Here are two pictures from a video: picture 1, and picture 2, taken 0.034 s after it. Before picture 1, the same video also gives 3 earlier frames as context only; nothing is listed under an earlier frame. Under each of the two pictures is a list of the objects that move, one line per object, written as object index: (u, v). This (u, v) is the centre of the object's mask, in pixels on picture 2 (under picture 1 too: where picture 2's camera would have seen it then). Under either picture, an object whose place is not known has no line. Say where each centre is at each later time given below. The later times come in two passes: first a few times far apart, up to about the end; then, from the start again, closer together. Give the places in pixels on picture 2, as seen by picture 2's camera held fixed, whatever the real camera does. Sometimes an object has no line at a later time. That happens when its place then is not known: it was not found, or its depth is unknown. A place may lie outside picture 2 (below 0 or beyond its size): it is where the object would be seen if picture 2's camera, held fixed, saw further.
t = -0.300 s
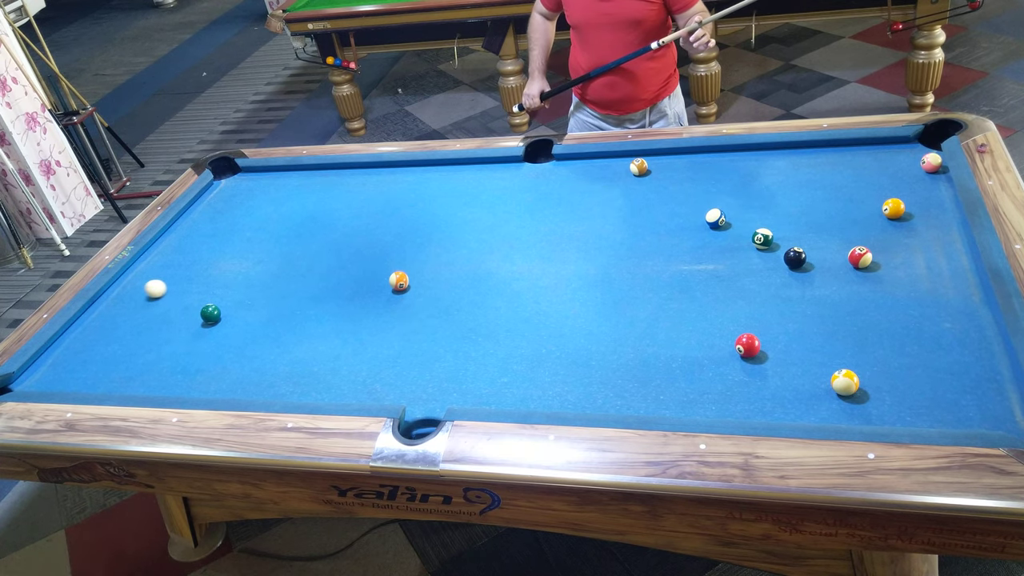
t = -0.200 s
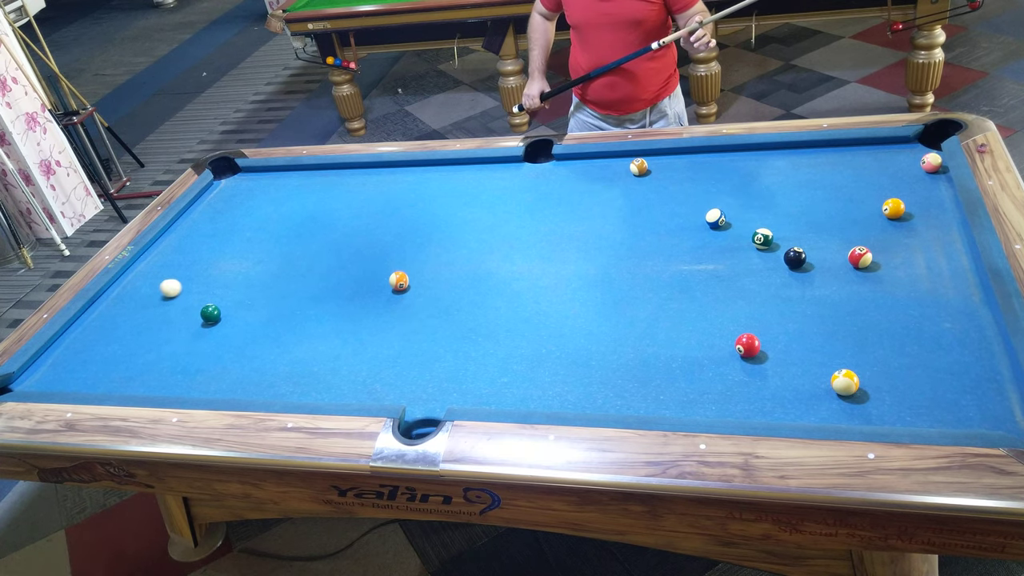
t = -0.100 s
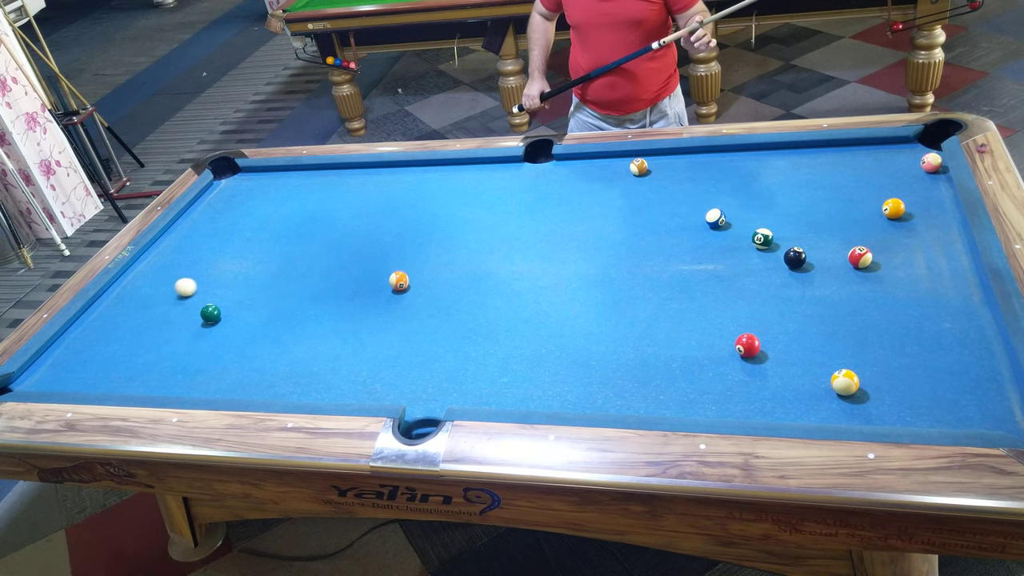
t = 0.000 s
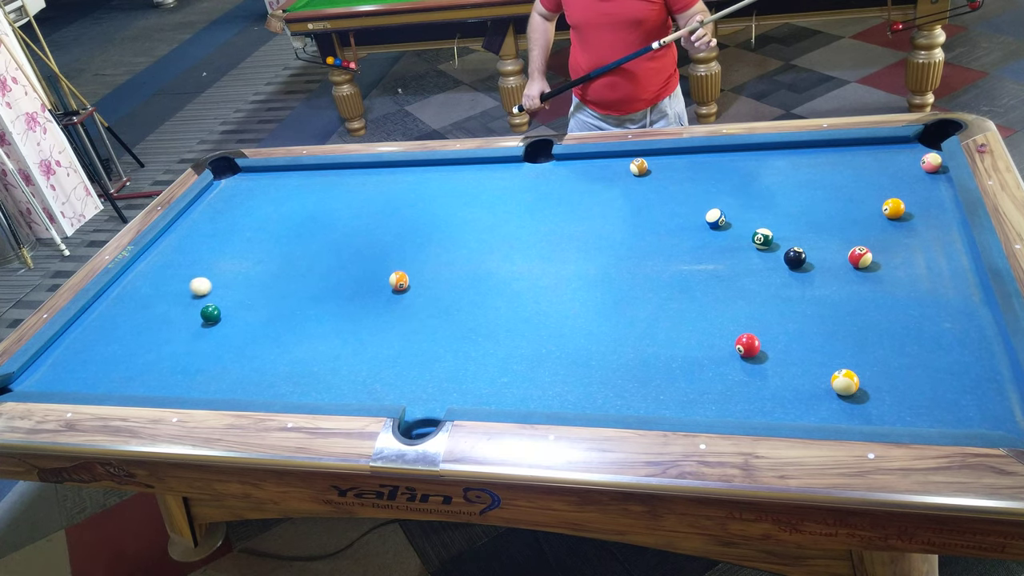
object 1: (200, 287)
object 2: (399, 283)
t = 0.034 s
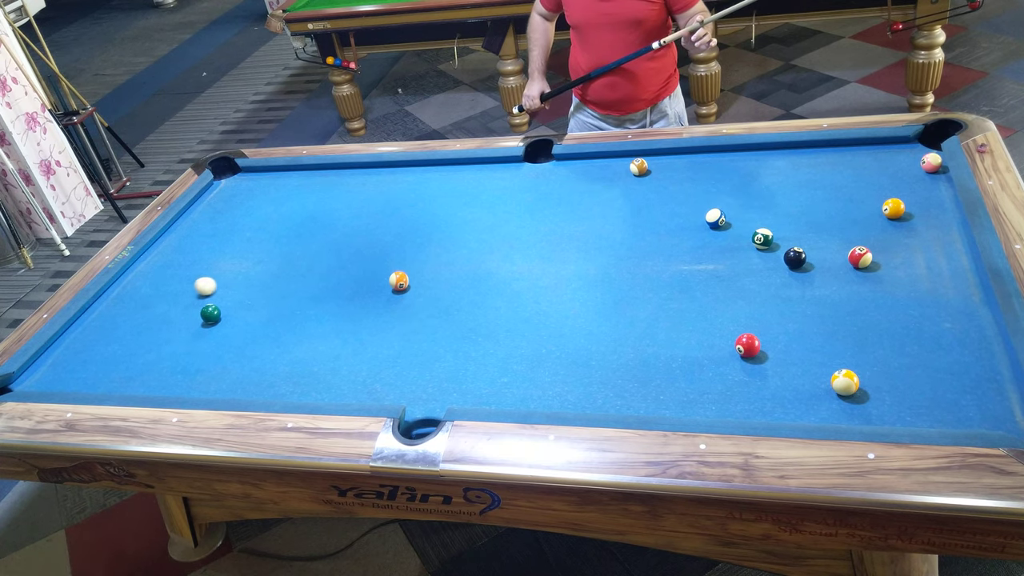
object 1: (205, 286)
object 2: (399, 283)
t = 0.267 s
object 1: (239, 285)
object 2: (399, 283)
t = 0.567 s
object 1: (281, 282)
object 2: (399, 283)
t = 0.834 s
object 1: (316, 280)
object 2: (399, 283)
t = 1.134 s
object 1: (353, 277)
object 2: (399, 283)
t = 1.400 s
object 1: (383, 274)
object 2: (399, 282)
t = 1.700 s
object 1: (406, 266)
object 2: (406, 286)
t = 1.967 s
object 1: (421, 261)
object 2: (412, 289)
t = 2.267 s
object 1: (436, 255)
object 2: (417, 292)
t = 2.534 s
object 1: (446, 251)
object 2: (419, 293)
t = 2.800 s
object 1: (455, 248)
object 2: (420, 293)
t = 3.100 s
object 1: (462, 245)
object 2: (420, 293)
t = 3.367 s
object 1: (466, 243)
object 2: (420, 293)
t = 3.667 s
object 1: (468, 242)
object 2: (420, 293)
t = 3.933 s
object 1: (468, 242)
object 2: (420, 293)
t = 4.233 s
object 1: (468, 243)
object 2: (420, 293)
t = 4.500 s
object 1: (468, 243)
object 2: (420, 293)
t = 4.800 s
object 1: (468, 243)
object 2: (420, 293)
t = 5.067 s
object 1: (468, 243)
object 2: (420, 293)
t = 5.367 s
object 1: (468, 243)
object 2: (420, 293)
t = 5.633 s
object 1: (468, 243)
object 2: (420, 293)
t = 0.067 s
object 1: (210, 286)
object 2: (399, 283)
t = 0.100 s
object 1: (215, 286)
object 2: (399, 283)
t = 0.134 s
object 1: (219, 286)
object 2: (399, 283)
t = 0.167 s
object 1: (224, 285)
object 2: (399, 283)
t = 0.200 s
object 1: (229, 285)
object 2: (399, 283)
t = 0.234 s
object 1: (234, 285)
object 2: (399, 283)
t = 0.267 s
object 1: (239, 285)
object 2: (399, 283)
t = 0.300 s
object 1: (244, 284)
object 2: (399, 283)
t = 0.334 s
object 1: (248, 284)
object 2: (399, 283)
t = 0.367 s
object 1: (253, 284)
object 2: (399, 283)
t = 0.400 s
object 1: (258, 283)
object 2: (399, 283)
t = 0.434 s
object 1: (262, 283)
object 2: (399, 283)
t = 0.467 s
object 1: (267, 283)
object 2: (399, 283)
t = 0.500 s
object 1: (272, 283)
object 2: (399, 283)
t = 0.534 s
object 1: (276, 282)
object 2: (399, 283)
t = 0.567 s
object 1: (281, 282)
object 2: (399, 283)
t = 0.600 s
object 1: (285, 282)
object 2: (399, 283)
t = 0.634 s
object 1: (290, 281)
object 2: (399, 283)
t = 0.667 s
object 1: (294, 281)
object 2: (399, 283)
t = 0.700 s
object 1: (298, 281)
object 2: (399, 283)
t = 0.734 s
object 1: (303, 280)
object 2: (399, 283)
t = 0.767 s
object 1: (307, 280)
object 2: (399, 283)
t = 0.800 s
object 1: (312, 280)
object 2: (399, 283)
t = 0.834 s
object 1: (316, 280)
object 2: (399, 283)
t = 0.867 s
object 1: (320, 279)
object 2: (399, 283)
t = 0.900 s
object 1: (324, 279)
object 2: (399, 283)
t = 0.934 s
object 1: (328, 279)
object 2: (399, 283)
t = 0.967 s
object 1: (333, 278)
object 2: (399, 283)
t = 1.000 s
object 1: (337, 278)
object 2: (399, 283)
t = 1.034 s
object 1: (340, 278)
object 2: (399, 283)
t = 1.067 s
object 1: (345, 278)
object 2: (399, 283)
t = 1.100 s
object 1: (349, 277)
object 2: (399, 283)
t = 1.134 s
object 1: (353, 277)
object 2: (399, 283)
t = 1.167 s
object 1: (357, 277)
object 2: (399, 283)
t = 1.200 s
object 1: (361, 276)
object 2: (399, 283)
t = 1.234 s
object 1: (365, 276)
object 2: (399, 283)
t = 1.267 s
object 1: (368, 276)
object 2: (399, 283)
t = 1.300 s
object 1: (372, 275)
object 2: (399, 283)
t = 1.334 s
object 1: (376, 275)
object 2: (399, 282)
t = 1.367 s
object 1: (380, 275)
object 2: (399, 282)
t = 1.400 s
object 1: (383, 274)
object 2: (399, 282)
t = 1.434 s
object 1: (385, 273)
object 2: (399, 282)
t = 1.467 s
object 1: (388, 272)
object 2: (399, 283)
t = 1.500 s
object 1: (391, 271)
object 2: (400, 283)
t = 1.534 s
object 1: (394, 270)
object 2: (402, 284)
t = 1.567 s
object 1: (396, 268)
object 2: (403, 284)
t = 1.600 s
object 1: (398, 268)
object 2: (404, 284)
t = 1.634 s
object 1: (401, 267)
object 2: (405, 285)
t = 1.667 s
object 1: (403, 266)
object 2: (405, 285)
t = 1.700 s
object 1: (406, 266)
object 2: (406, 286)
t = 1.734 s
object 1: (408, 266)
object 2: (407, 286)
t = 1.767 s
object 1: (410, 266)
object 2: (408, 287)
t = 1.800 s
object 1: (412, 265)
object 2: (409, 287)
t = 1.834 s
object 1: (414, 264)
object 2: (410, 288)
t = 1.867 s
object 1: (416, 263)
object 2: (410, 288)
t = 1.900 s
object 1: (418, 263)
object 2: (411, 288)
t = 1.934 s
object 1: (420, 262)
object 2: (412, 289)
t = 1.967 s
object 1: (421, 261)
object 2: (412, 289)
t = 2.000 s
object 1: (423, 260)
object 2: (413, 290)
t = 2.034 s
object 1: (425, 260)
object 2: (414, 290)
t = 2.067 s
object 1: (427, 259)
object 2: (415, 290)
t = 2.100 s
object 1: (428, 258)
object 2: (415, 290)
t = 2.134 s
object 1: (430, 258)
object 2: (415, 291)
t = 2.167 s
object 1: (432, 257)
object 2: (416, 291)
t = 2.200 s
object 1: (433, 257)
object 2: (416, 291)
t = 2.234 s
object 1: (434, 256)
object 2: (416, 291)
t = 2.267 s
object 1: (436, 255)
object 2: (417, 292)
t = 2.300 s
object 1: (438, 255)
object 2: (417, 292)
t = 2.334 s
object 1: (439, 254)
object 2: (417, 292)
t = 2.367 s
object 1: (440, 253)
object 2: (418, 292)
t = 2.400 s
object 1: (442, 253)
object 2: (418, 292)
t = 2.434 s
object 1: (443, 252)
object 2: (418, 292)
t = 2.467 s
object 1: (444, 252)
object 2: (418, 293)
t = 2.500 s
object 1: (445, 251)
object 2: (419, 293)
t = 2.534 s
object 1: (446, 251)
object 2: (419, 293)
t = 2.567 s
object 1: (448, 250)
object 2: (419, 293)
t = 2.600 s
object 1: (449, 250)
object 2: (419, 293)
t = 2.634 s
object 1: (450, 250)
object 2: (419, 293)
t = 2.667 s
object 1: (451, 249)
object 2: (420, 293)
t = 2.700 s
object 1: (452, 249)
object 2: (420, 293)
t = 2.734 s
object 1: (453, 249)
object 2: (420, 293)
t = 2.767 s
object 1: (454, 248)
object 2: (420, 293)
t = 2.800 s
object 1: (455, 248)
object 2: (420, 293)
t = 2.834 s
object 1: (456, 247)
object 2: (420, 293)
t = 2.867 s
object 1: (457, 247)
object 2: (420, 293)
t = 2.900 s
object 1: (458, 247)
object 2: (420, 293)
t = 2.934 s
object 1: (458, 246)
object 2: (420, 293)
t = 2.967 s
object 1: (459, 246)
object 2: (420, 293)
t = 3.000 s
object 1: (460, 245)
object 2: (420, 293)
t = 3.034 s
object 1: (461, 245)
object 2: (420, 293)
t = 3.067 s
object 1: (461, 245)
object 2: (420, 293)
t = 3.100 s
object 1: (462, 245)
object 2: (420, 293)
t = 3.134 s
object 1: (462, 244)
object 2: (420, 293)
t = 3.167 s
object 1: (463, 244)
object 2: (420, 293)
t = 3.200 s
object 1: (464, 244)
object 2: (420, 293)
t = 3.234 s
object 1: (464, 244)
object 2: (420, 293)
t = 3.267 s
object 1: (465, 244)
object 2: (420, 293)
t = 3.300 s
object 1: (465, 243)
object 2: (420, 293)
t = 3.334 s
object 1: (466, 243)
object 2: (420, 293)
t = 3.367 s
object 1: (466, 243)
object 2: (420, 293)
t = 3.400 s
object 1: (466, 243)
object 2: (420, 293)
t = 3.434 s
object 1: (467, 243)
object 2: (420, 293)
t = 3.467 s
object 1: (467, 243)
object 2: (420, 293)
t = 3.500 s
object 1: (467, 243)
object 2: (420, 293)
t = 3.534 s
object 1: (468, 243)
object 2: (420, 293)
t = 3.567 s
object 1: (468, 242)
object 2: (420, 293)
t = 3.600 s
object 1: (468, 242)
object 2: (420, 293)
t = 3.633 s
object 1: (468, 242)
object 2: (420, 293)
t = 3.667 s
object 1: (468, 242)
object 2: (420, 293)
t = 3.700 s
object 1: (468, 242)
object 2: (420, 293)
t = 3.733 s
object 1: (468, 242)
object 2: (420, 293)
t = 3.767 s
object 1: (468, 242)
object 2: (420, 293)
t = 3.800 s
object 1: (468, 242)
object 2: (420, 293)
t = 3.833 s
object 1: (468, 242)
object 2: (420, 293)
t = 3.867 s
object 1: (468, 242)
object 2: (420, 293)
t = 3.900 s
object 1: (468, 242)
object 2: (420, 293)
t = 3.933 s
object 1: (468, 242)
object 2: (420, 293)
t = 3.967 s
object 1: (468, 243)
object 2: (420, 293)
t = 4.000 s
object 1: (468, 243)
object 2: (420, 293)
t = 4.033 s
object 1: (468, 243)
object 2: (420, 293)
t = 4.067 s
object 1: (468, 243)
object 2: (420, 293)
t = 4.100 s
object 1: (468, 243)
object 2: (420, 293)
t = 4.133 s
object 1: (468, 243)
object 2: (420, 293)
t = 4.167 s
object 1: (468, 243)
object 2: (420, 293)
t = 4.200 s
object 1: (468, 243)
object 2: (420, 293)
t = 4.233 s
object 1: (468, 243)
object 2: (420, 293)
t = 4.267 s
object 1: (468, 243)
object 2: (420, 293)
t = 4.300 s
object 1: (468, 243)
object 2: (420, 293)
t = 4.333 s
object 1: (468, 243)
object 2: (420, 293)
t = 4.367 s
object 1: (468, 243)
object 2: (420, 293)
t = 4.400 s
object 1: (468, 243)
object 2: (420, 293)
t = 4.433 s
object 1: (468, 243)
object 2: (420, 293)
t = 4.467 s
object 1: (468, 243)
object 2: (420, 293)
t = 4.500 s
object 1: (468, 243)
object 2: (420, 293)
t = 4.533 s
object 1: (468, 243)
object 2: (420, 293)
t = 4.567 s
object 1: (468, 243)
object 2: (420, 293)
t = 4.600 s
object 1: (468, 243)
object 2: (420, 293)
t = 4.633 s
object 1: (468, 243)
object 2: (420, 293)
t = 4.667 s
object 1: (468, 243)
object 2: (420, 293)
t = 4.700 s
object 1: (468, 243)
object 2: (420, 293)
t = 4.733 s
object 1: (468, 243)
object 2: (420, 293)
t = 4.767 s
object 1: (468, 243)
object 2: (420, 293)
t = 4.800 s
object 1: (468, 243)
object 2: (420, 293)
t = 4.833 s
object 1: (468, 243)
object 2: (420, 293)
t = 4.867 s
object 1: (468, 243)
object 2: (420, 293)
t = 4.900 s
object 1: (468, 243)
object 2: (420, 293)
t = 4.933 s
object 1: (468, 243)
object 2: (420, 293)
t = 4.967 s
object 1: (468, 243)
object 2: (420, 293)
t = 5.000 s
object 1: (468, 243)
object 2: (420, 293)
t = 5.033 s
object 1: (468, 243)
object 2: (420, 293)
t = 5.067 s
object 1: (468, 243)
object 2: (420, 293)
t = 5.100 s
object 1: (468, 243)
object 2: (420, 293)
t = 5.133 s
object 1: (468, 243)
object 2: (420, 293)
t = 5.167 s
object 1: (468, 243)
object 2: (420, 293)
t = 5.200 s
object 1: (468, 243)
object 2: (420, 293)
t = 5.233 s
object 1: (468, 243)
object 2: (420, 293)
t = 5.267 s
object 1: (468, 243)
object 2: (420, 293)
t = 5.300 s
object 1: (468, 243)
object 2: (420, 293)
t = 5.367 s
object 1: (468, 243)
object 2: (420, 293)
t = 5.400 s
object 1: (468, 243)
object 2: (420, 293)
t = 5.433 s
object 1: (468, 243)
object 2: (420, 293)
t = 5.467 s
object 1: (468, 243)
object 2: (420, 293)
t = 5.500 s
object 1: (468, 243)
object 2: (420, 293)
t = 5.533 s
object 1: (468, 243)
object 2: (420, 293)
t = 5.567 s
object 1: (468, 243)
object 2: (420, 293)
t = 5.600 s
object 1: (468, 243)
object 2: (420, 293)
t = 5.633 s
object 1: (468, 243)
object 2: (420, 293)
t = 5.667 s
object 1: (468, 243)
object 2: (420, 293)
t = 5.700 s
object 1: (468, 243)
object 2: (420, 293)
